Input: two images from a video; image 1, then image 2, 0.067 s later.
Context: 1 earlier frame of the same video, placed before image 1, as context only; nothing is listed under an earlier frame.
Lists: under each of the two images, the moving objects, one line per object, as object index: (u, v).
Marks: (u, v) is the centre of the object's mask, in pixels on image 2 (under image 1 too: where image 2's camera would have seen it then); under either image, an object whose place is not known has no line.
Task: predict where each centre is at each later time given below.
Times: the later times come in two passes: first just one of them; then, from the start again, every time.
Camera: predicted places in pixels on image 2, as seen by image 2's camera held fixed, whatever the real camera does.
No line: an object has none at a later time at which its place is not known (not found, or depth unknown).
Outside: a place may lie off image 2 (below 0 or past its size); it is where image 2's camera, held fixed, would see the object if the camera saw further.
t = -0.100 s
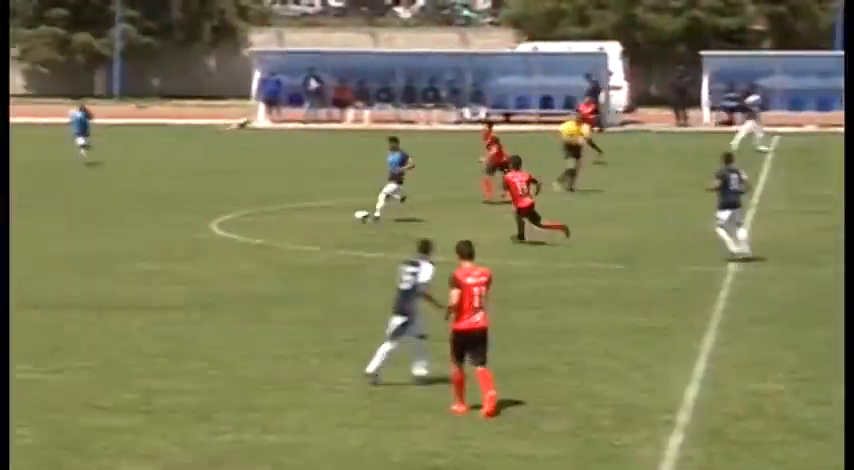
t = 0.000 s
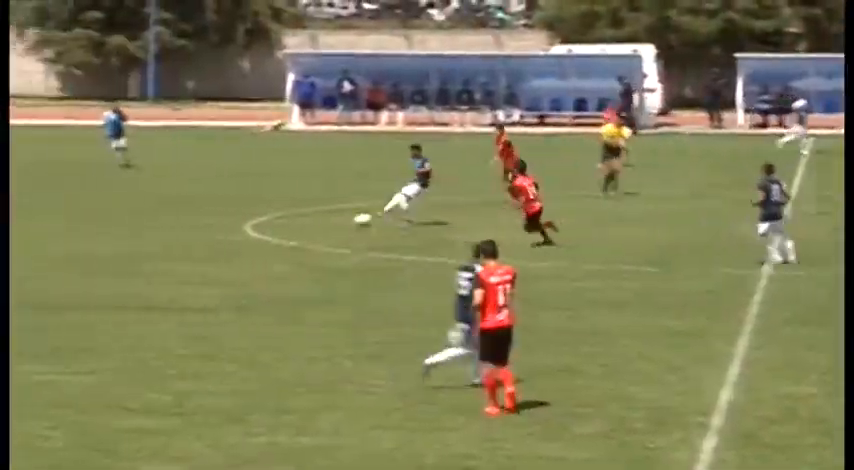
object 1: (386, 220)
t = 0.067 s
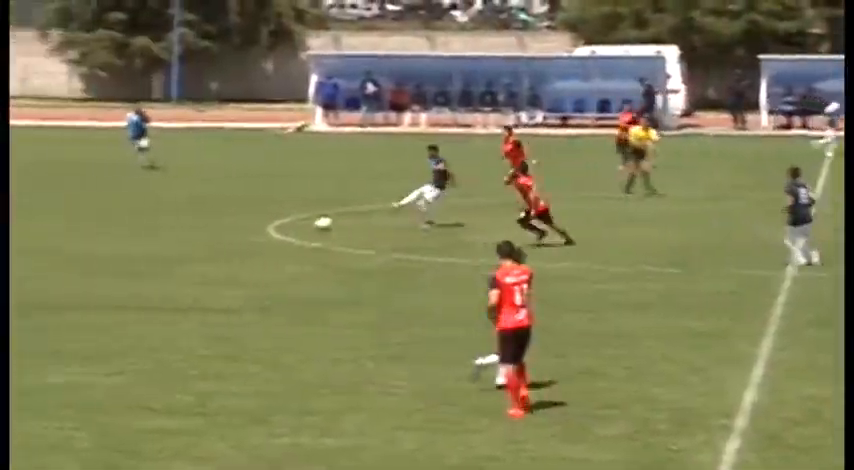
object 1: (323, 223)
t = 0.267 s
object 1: (132, 237)
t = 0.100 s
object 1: (291, 225)
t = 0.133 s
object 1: (258, 229)
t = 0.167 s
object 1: (226, 232)
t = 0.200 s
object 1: (195, 232)
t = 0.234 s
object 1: (163, 233)
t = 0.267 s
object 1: (132, 237)
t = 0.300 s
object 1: (100, 239)
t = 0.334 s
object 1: (69, 241)
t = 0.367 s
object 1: (38, 239)
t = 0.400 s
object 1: (7, 241)
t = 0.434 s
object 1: (-25, 243)
